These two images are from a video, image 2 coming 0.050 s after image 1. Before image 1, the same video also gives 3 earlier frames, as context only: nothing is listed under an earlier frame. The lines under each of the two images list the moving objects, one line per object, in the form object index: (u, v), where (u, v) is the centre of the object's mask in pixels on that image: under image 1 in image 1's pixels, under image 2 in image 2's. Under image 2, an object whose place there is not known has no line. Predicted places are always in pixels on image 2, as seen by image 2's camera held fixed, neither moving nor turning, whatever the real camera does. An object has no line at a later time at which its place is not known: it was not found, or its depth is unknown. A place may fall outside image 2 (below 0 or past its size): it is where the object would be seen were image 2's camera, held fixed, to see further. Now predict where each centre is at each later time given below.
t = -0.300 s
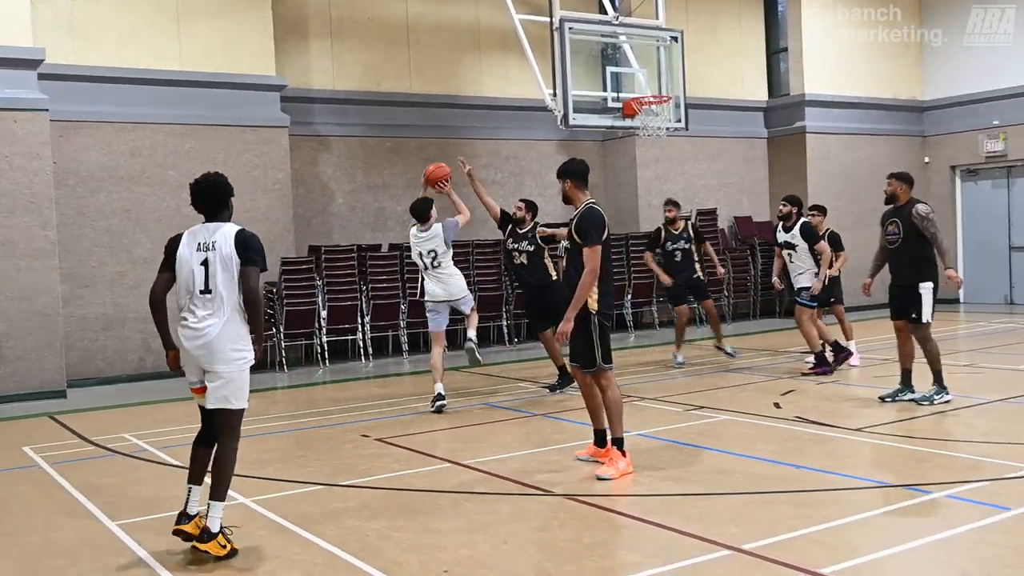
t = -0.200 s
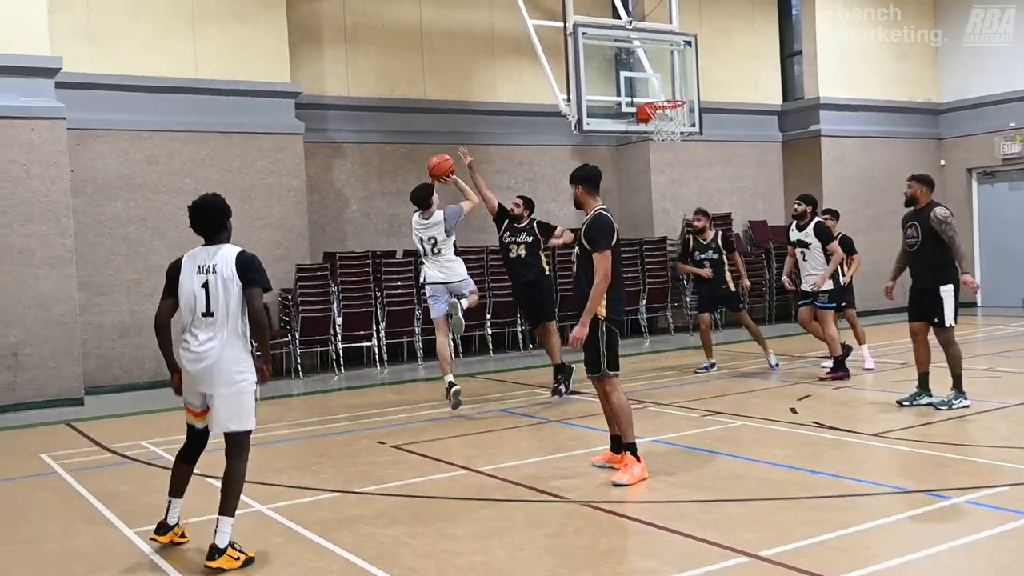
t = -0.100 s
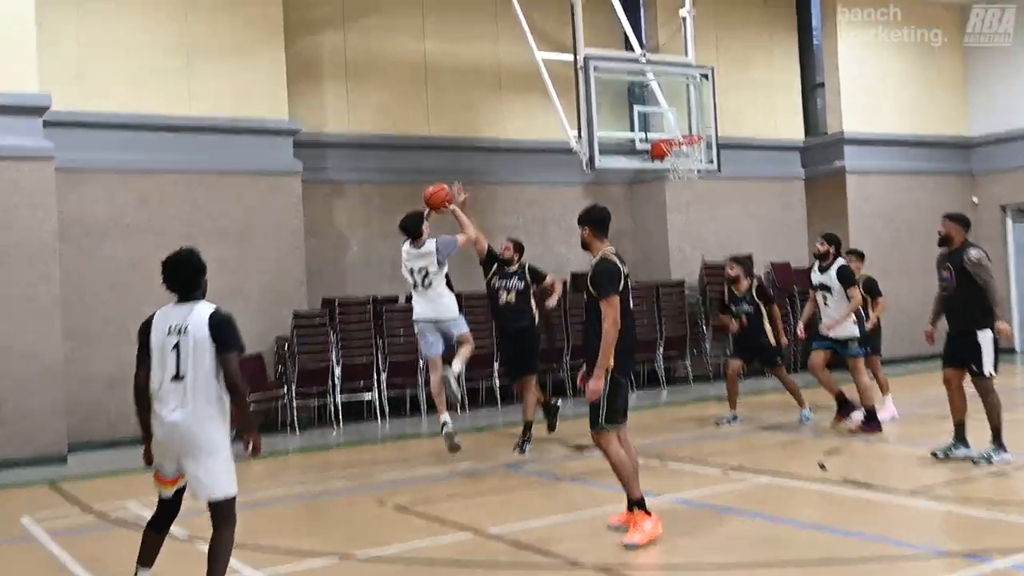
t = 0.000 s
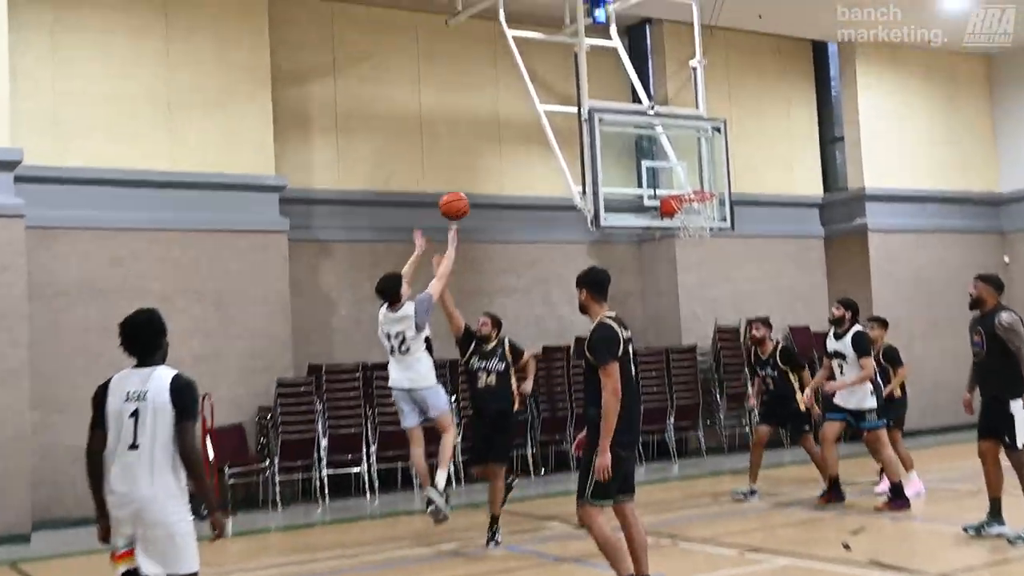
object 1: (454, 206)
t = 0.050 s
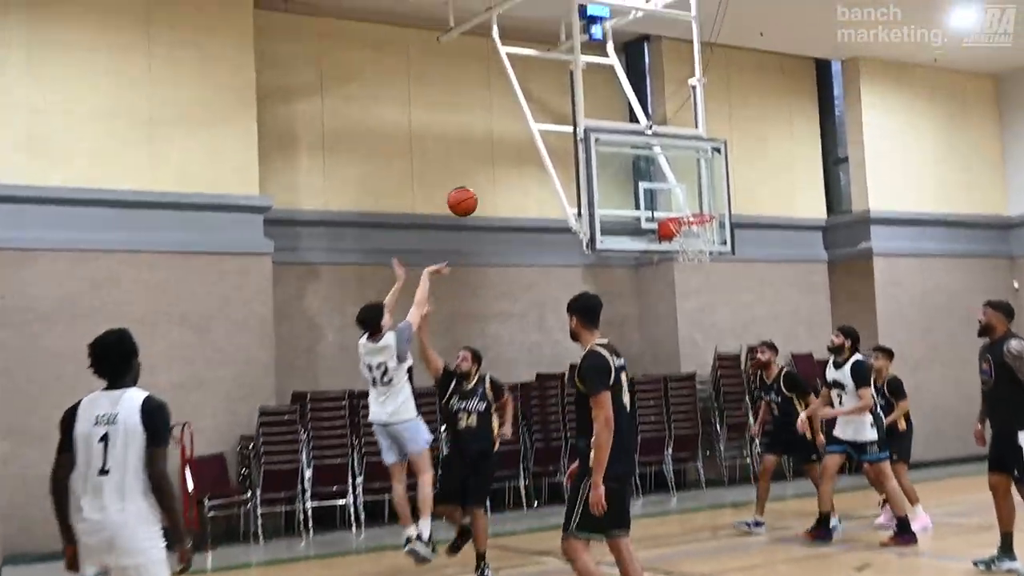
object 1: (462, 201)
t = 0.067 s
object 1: (469, 192)
